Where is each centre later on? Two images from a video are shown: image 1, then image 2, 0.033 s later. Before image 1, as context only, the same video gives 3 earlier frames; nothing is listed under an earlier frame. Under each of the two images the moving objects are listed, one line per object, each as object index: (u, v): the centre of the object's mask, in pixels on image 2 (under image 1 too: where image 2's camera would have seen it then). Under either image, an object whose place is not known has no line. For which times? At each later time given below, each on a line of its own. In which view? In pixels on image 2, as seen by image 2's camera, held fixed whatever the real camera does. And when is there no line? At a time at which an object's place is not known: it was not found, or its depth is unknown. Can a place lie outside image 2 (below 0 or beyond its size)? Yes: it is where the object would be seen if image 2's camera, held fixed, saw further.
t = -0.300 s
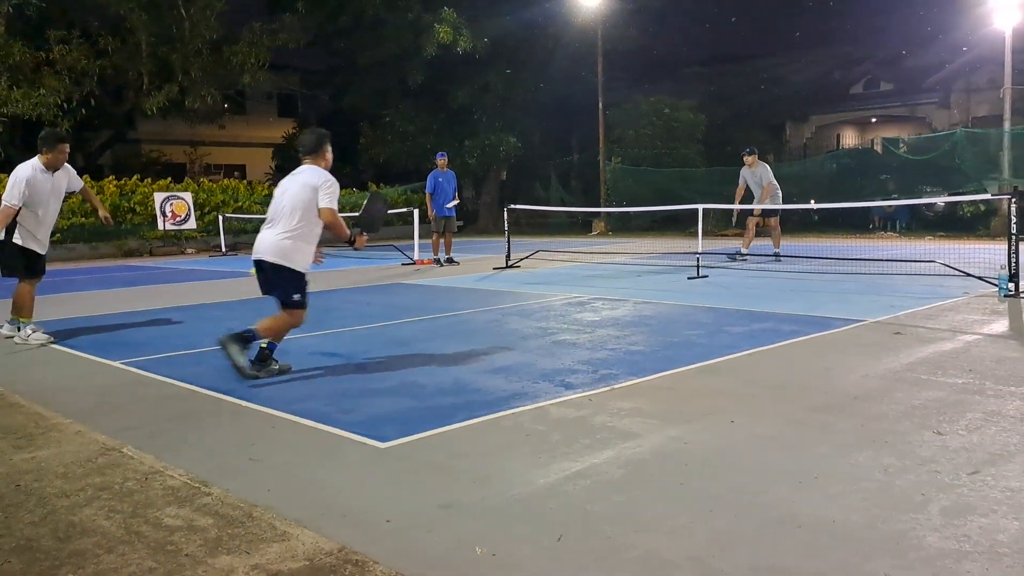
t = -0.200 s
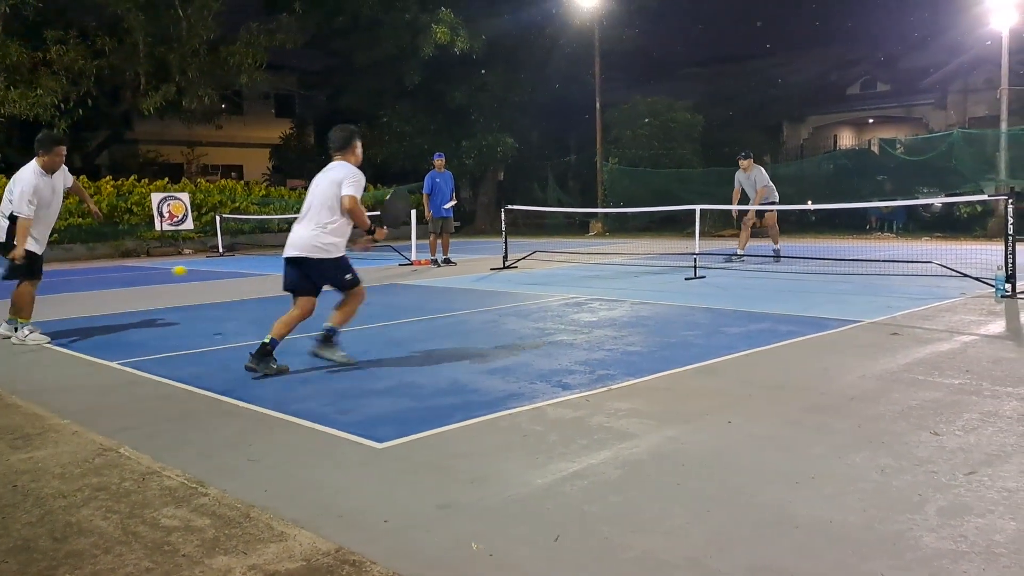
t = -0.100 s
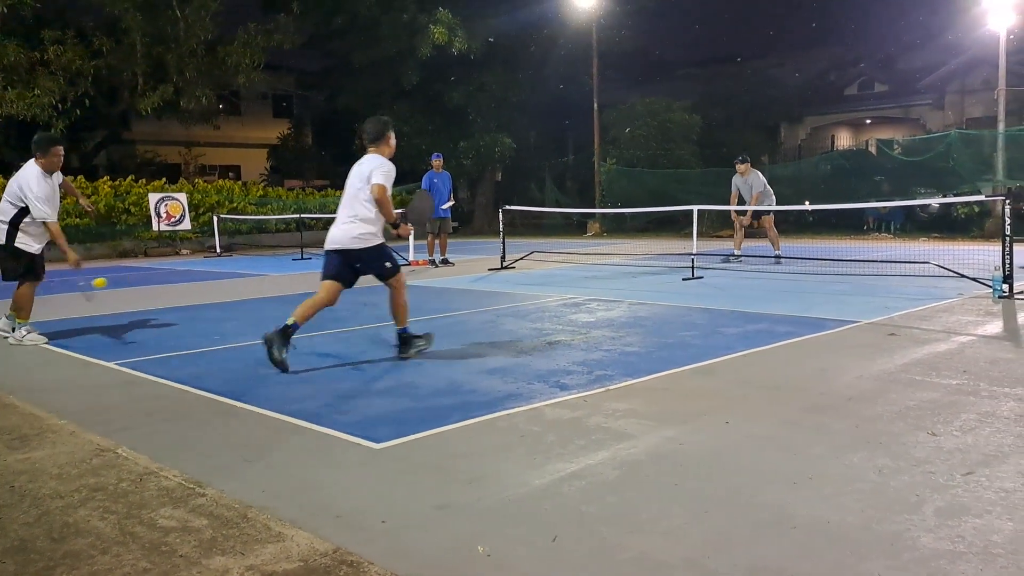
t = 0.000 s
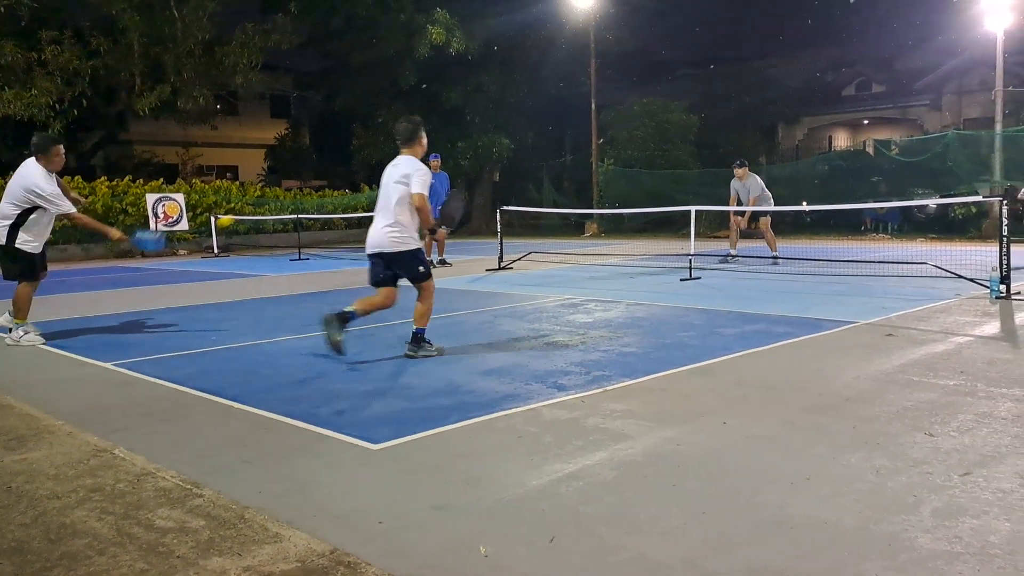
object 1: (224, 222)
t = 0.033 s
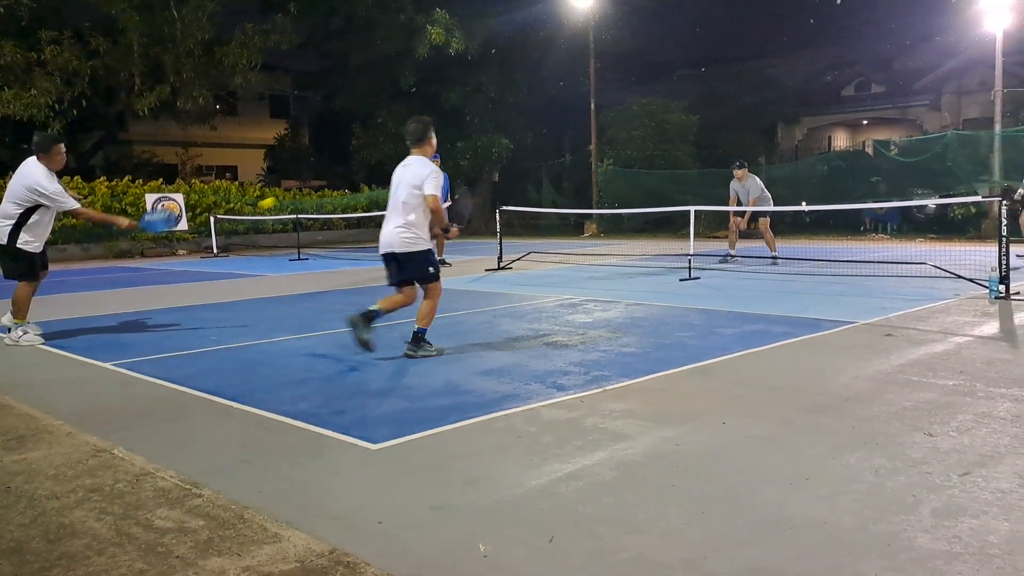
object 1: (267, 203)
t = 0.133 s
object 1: (381, 162)
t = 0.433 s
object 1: (641, 122)
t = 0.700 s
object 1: (810, 158)
